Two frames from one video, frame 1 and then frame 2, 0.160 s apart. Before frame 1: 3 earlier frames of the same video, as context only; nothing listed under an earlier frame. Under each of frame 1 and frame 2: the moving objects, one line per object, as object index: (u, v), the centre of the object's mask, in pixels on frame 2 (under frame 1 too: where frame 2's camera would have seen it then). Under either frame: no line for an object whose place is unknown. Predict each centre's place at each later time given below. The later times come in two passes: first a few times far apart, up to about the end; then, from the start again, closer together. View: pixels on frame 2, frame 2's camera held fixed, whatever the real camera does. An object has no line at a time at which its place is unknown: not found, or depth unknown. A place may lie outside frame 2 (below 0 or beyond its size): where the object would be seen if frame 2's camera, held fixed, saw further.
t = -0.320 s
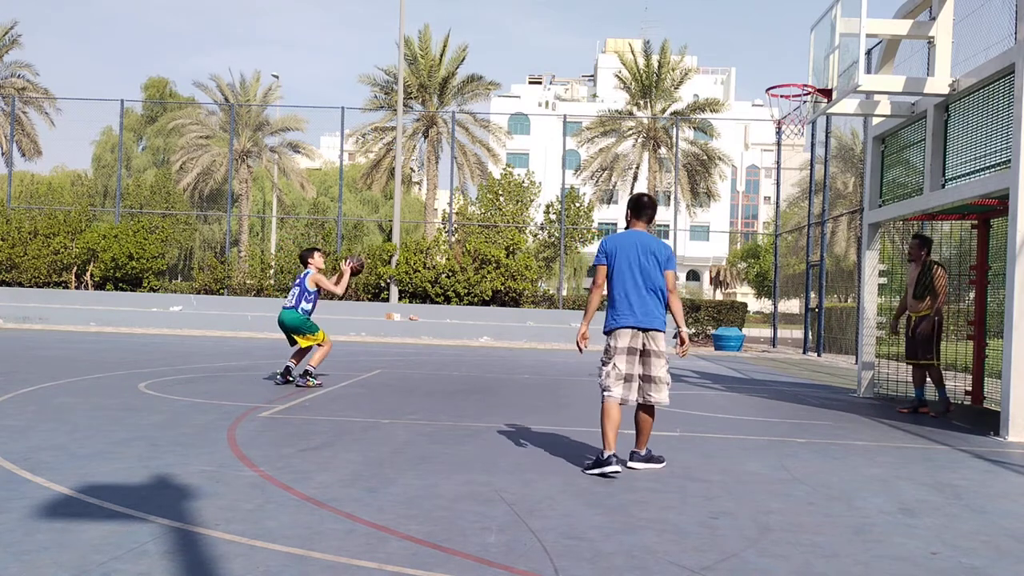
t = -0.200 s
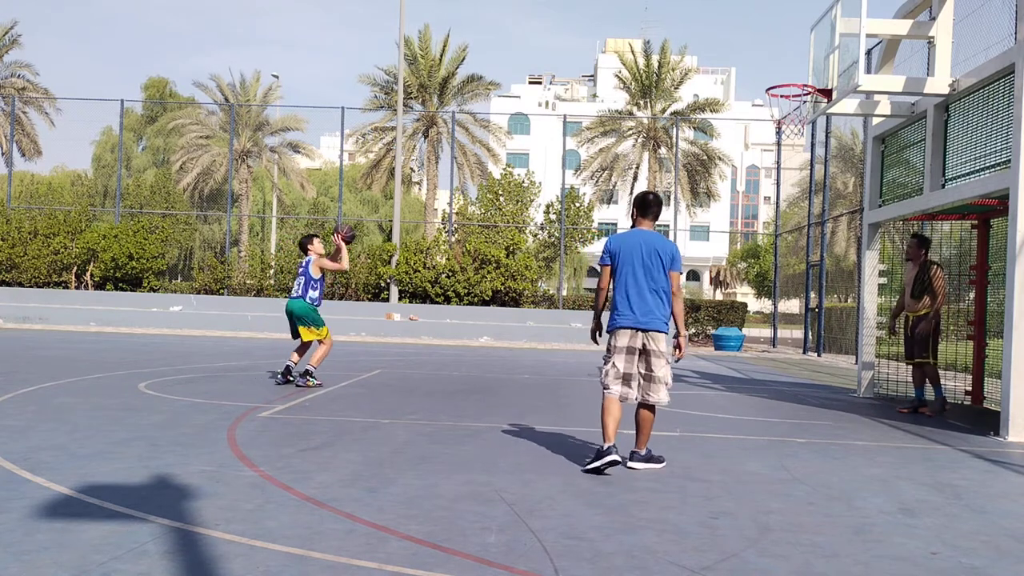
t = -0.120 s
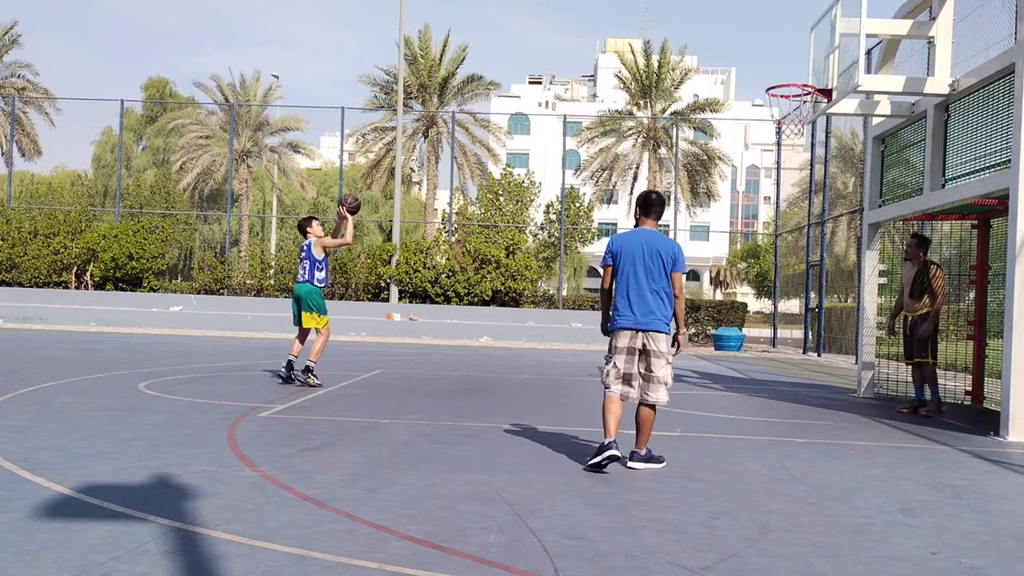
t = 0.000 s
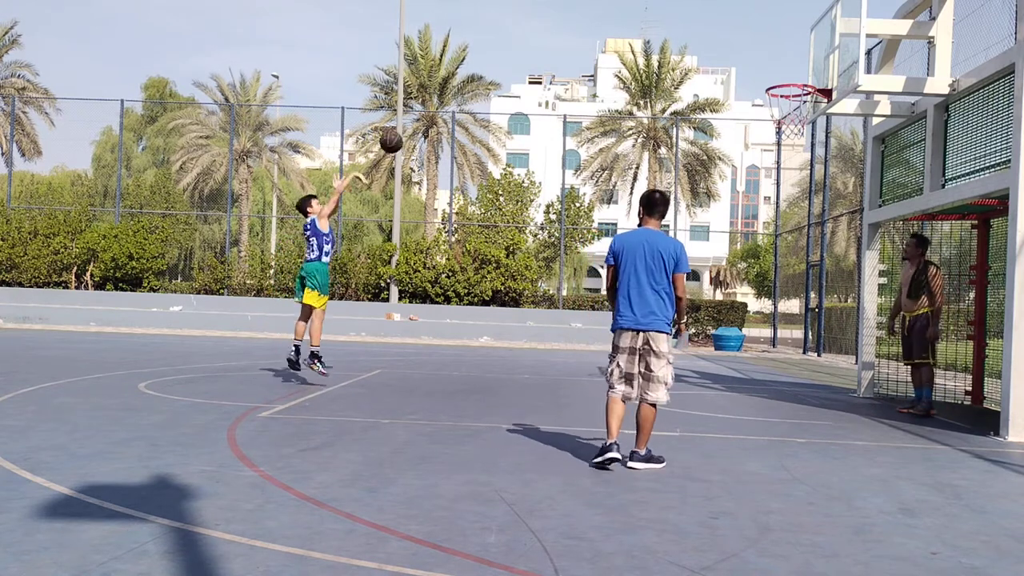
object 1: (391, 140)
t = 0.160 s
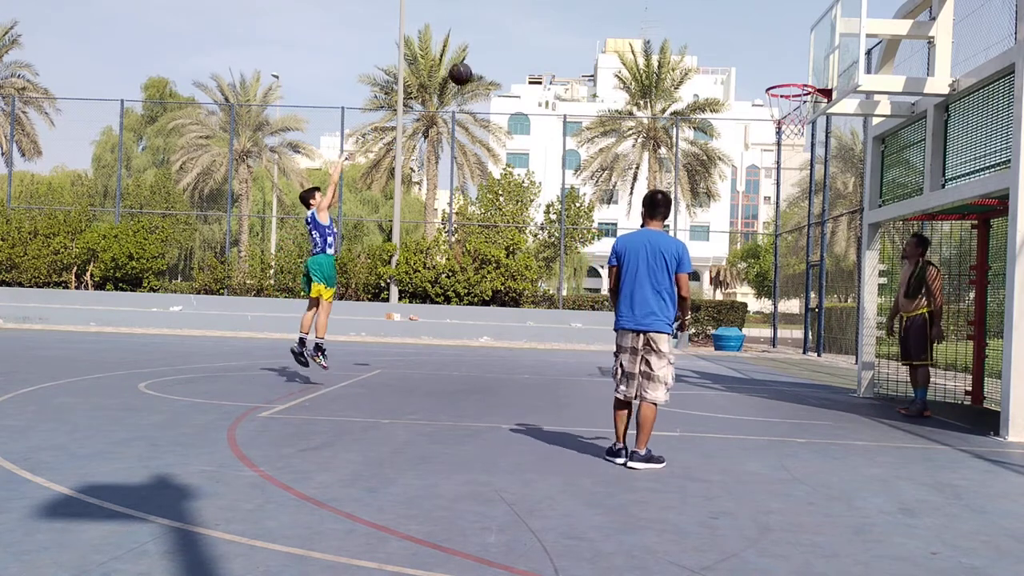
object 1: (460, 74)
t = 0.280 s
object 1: (511, 38)
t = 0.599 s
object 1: (644, 11)
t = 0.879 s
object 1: (757, 69)
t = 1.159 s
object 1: (807, 49)
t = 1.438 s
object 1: (749, 63)
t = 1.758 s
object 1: (679, 174)
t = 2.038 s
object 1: (615, 357)
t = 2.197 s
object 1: (602, 319)
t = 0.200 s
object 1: (477, 60)
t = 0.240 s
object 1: (494, 48)
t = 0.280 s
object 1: (511, 38)
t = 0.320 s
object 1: (528, 29)
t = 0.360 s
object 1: (545, 22)
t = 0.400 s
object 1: (562, 16)
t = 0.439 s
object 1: (578, 12)
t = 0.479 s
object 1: (595, 10)
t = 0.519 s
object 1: (612, 9)
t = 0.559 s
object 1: (628, 10)
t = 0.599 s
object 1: (644, 11)
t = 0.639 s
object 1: (660, 15)
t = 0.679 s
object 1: (677, 20)
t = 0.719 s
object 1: (693, 27)
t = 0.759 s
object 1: (709, 35)
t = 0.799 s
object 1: (725, 45)
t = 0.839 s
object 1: (741, 56)
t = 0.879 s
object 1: (757, 69)
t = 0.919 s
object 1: (771, 80)
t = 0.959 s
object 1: (782, 74)
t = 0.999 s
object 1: (792, 68)
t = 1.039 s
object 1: (802, 62)
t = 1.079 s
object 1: (813, 57)
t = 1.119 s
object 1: (815, 53)
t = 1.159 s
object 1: (807, 49)
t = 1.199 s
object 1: (799, 46)
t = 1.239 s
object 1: (791, 45)
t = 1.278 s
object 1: (783, 45)
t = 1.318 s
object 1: (774, 47)
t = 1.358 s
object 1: (766, 51)
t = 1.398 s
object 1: (758, 56)
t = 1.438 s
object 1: (749, 63)
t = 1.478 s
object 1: (741, 71)
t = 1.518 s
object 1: (732, 81)
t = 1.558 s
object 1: (723, 93)
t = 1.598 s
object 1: (714, 106)
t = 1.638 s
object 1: (705, 121)
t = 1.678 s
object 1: (696, 138)
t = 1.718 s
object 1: (688, 155)
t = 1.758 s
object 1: (679, 174)
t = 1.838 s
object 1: (660, 218)
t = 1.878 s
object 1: (652, 242)
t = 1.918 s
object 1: (643, 268)
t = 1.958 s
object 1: (633, 297)
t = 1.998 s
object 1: (624, 326)
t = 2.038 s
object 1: (615, 357)
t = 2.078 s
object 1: (605, 389)
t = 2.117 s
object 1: (604, 367)
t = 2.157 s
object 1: (603, 342)
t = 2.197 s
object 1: (602, 319)
